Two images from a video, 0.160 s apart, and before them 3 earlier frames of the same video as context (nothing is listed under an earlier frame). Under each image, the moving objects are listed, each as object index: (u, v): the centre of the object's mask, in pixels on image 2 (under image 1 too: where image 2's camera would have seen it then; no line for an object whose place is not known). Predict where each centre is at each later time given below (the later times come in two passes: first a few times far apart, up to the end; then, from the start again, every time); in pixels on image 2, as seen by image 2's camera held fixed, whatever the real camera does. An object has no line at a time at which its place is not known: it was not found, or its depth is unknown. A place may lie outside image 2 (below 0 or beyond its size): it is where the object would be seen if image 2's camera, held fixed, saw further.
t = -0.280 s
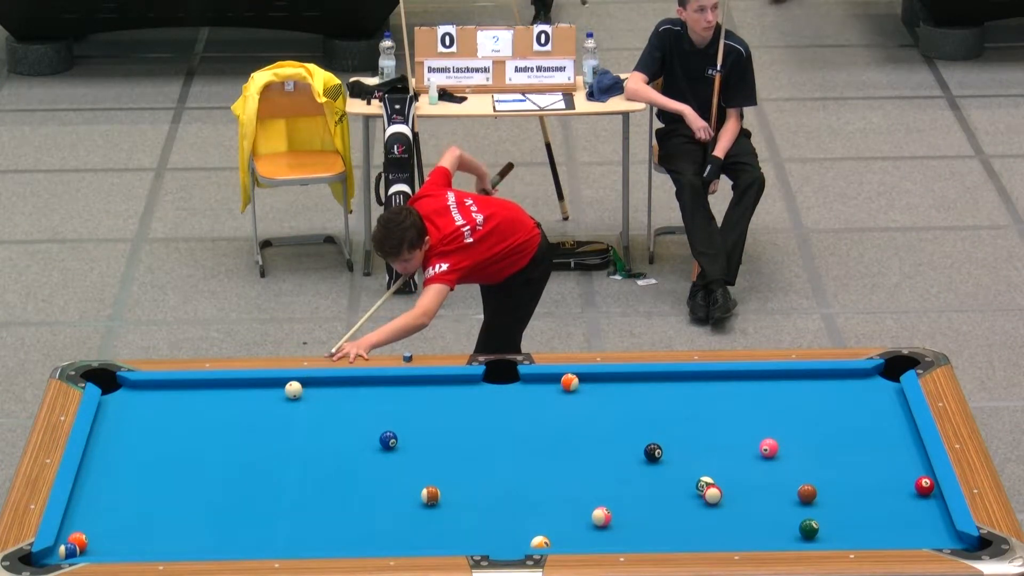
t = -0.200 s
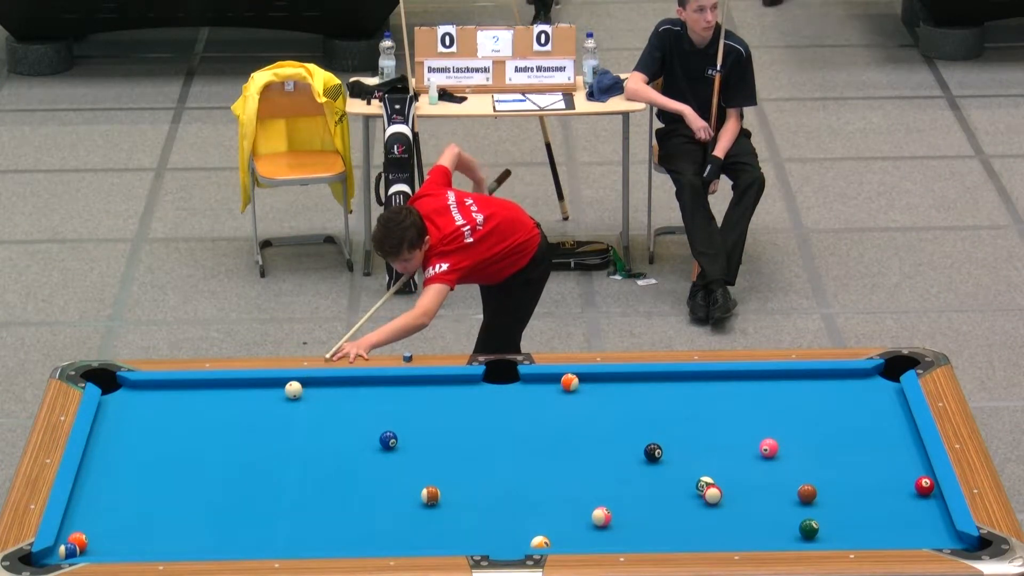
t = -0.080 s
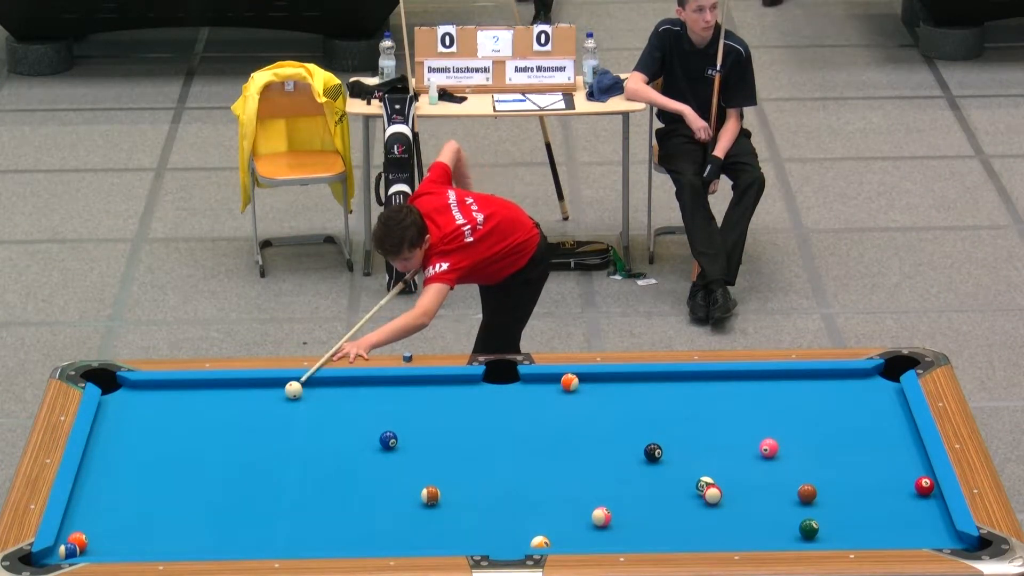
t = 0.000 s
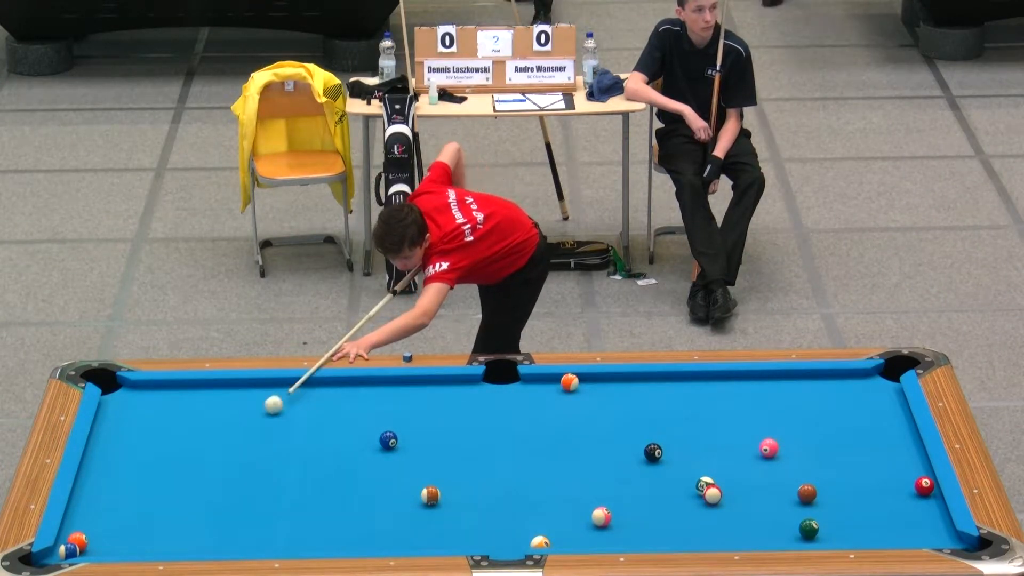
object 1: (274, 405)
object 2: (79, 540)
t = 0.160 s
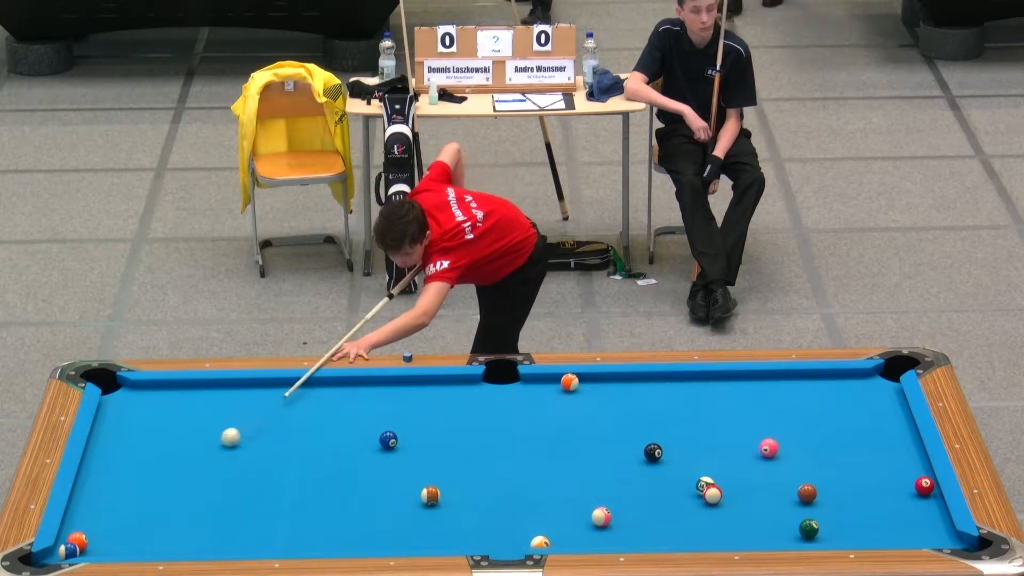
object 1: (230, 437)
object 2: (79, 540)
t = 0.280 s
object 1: (198, 462)
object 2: (79, 540)
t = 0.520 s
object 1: (128, 515)
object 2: (79, 540)
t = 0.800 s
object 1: (113, 546)
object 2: (84, 542)
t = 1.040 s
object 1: (141, 526)
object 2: (118, 539)
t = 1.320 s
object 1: (171, 503)
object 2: (157, 537)
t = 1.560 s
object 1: (194, 484)
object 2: (187, 535)
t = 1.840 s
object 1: (220, 465)
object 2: (220, 533)
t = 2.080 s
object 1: (241, 448)
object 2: (247, 531)
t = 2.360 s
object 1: (263, 431)
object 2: (275, 529)
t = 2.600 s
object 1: (281, 417)
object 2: (298, 528)
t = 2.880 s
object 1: (300, 402)
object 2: (321, 525)
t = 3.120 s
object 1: (316, 390)
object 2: (339, 524)
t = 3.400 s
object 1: (330, 385)
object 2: (359, 523)
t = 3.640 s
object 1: (336, 390)
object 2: (374, 521)
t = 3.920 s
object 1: (344, 396)
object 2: (389, 520)
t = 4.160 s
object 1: (349, 401)
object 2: (400, 519)
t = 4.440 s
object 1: (354, 406)
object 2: (411, 518)
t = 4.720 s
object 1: (359, 410)
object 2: (420, 517)
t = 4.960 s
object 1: (362, 412)
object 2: (427, 517)
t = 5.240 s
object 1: (365, 415)
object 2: (432, 516)
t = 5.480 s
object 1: (367, 417)
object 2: (434, 516)
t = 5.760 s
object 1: (369, 418)
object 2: (435, 516)
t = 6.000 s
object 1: (369, 418)
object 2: (435, 516)
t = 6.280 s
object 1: (369, 418)
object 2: (435, 516)
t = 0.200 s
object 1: (219, 446)
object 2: (79, 540)
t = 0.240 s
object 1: (209, 454)
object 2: (79, 540)
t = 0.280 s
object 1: (198, 462)
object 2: (79, 540)
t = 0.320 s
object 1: (187, 471)
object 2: (79, 540)
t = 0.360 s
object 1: (175, 479)
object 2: (79, 540)
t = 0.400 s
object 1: (164, 488)
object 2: (79, 540)
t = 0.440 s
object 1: (152, 497)
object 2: (79, 540)
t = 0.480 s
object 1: (140, 506)
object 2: (79, 540)
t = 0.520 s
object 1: (128, 515)
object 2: (79, 540)
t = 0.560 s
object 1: (116, 524)
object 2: (79, 540)
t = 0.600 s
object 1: (104, 534)
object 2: (79, 540)
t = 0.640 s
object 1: (99, 541)
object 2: (73, 540)
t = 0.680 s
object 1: (102, 546)
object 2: (66, 540)
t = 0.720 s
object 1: (104, 549)
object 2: (72, 542)
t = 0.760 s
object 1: (108, 549)
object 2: (78, 542)
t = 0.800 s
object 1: (113, 546)
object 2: (84, 542)
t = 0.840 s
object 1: (118, 544)
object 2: (90, 541)
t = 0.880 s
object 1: (123, 540)
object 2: (96, 541)
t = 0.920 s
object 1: (127, 536)
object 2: (102, 540)
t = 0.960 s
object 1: (132, 533)
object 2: (107, 540)
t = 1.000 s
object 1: (136, 529)
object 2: (113, 540)
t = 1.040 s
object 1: (141, 526)
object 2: (118, 539)
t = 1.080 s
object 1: (145, 522)
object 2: (124, 539)
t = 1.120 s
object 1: (150, 519)
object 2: (129, 539)
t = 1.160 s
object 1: (154, 516)
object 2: (135, 538)
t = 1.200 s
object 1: (158, 513)
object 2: (140, 538)
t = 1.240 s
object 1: (162, 509)
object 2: (146, 537)
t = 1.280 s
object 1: (166, 506)
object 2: (151, 537)
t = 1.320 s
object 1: (171, 503)
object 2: (157, 537)
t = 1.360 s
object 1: (175, 500)
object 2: (162, 536)
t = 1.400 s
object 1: (178, 497)
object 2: (167, 536)
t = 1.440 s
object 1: (182, 493)
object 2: (172, 536)
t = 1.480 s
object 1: (186, 490)
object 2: (177, 536)
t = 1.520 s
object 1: (190, 487)
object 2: (182, 535)
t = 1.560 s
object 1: (194, 484)
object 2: (187, 535)
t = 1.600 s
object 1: (198, 481)
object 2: (192, 535)
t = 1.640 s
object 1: (202, 478)
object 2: (197, 534)
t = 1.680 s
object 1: (205, 476)
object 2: (201, 534)
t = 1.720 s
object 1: (209, 473)
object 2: (206, 534)
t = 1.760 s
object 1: (213, 470)
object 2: (211, 533)
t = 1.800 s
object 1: (216, 467)
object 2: (216, 533)
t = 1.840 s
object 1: (220, 465)
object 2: (220, 533)
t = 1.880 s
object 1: (224, 462)
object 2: (225, 533)
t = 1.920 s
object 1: (227, 459)
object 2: (229, 532)
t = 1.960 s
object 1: (230, 456)
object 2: (234, 532)
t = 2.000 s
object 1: (234, 454)
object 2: (238, 532)
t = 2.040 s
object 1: (237, 451)
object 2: (242, 532)
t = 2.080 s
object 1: (241, 448)
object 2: (247, 531)
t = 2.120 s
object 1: (244, 446)
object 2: (251, 531)
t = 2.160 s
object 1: (247, 443)
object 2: (255, 531)
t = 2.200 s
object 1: (250, 441)
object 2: (259, 530)
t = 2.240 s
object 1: (254, 438)
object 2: (263, 530)
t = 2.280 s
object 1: (257, 436)
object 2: (267, 530)
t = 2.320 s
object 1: (260, 434)
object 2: (271, 529)
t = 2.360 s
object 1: (263, 431)
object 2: (275, 529)
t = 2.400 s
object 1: (266, 429)
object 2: (279, 529)
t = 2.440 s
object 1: (269, 426)
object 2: (283, 529)
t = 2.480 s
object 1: (272, 424)
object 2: (287, 529)
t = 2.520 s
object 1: (275, 422)
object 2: (290, 528)
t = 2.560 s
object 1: (278, 419)
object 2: (294, 528)
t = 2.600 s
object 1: (281, 417)
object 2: (298, 528)
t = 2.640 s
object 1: (284, 415)
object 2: (301, 527)
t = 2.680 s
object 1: (287, 413)
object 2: (305, 527)
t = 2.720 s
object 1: (290, 411)
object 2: (308, 527)
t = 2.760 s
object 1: (293, 409)
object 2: (311, 526)
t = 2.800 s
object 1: (295, 406)
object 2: (315, 526)
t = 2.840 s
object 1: (298, 404)
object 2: (318, 526)
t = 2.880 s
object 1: (300, 402)
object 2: (321, 525)
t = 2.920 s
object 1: (303, 400)
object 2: (324, 525)
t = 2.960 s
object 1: (306, 398)
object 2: (327, 525)
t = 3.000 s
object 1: (309, 396)
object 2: (330, 525)
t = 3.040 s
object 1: (311, 394)
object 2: (333, 525)
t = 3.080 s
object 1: (314, 392)
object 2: (336, 524)
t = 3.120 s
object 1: (316, 390)
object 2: (339, 524)
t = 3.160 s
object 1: (319, 388)
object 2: (342, 524)
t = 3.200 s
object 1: (321, 386)
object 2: (345, 524)
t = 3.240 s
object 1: (324, 384)
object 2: (348, 523)
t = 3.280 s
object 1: (326, 382)
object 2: (351, 523)
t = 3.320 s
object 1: (327, 383)
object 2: (353, 523)
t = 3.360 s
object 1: (329, 384)
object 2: (356, 523)
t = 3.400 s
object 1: (330, 385)
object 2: (359, 523)
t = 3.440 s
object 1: (331, 386)
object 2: (361, 523)
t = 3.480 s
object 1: (332, 387)
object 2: (364, 522)
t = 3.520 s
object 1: (333, 388)
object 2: (366, 522)
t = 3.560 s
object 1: (334, 388)
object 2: (369, 522)
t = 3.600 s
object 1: (335, 389)
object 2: (371, 522)
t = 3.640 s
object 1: (336, 390)
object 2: (374, 521)
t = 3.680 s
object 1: (338, 391)
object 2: (376, 521)
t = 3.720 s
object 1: (339, 392)
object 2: (378, 521)
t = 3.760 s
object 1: (340, 393)
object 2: (380, 521)
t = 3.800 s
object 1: (341, 394)
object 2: (382, 521)
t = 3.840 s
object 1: (342, 395)
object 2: (385, 521)
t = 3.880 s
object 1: (343, 396)
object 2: (387, 520)
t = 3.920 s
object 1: (344, 396)
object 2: (389, 520)
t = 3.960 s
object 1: (345, 397)
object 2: (391, 520)
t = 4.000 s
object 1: (346, 398)
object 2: (392, 520)
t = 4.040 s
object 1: (346, 399)
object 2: (395, 520)
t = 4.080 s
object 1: (347, 400)
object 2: (396, 520)
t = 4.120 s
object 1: (348, 400)
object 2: (398, 519)
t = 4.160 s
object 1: (349, 401)
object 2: (400, 519)
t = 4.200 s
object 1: (350, 402)
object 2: (402, 519)
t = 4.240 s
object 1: (351, 402)
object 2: (403, 519)
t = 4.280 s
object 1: (351, 403)
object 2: (405, 519)
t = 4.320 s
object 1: (352, 404)
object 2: (406, 519)
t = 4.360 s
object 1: (353, 405)
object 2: (408, 519)
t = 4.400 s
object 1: (354, 405)
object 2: (410, 518)
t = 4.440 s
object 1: (354, 406)
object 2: (411, 518)
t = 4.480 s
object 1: (355, 406)
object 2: (413, 518)
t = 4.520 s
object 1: (356, 407)
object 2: (414, 518)
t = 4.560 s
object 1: (356, 407)
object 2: (415, 517)
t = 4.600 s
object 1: (357, 408)
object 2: (417, 517)
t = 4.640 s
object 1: (358, 409)
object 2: (418, 517)
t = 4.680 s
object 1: (358, 409)
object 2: (419, 517)
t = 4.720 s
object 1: (359, 410)
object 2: (420, 517)
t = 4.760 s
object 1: (359, 410)
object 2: (422, 517)
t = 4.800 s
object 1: (360, 411)
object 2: (423, 517)
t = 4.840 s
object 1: (360, 411)
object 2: (424, 517)
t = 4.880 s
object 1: (361, 411)
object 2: (424, 517)
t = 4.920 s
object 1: (361, 412)
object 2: (426, 517)
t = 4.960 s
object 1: (362, 412)
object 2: (427, 517)
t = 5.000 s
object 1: (362, 413)
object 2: (428, 517)
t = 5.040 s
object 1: (363, 413)
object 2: (428, 517)
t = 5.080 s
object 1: (363, 414)
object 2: (429, 517)
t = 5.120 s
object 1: (364, 414)
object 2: (430, 517)
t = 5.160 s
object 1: (364, 414)
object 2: (431, 517)
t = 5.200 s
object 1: (364, 415)
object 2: (431, 516)
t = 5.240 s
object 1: (365, 415)
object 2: (432, 516)
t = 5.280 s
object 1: (365, 415)
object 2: (432, 516)
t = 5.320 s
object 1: (365, 416)
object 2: (433, 516)
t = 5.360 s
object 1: (366, 416)
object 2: (433, 516)
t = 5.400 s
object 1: (366, 416)
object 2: (434, 516)
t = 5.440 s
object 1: (366, 416)
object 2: (434, 516)
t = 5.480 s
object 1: (367, 417)
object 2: (434, 516)
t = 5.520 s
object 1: (367, 417)
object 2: (434, 516)
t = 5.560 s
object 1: (367, 417)
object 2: (435, 516)
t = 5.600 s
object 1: (367, 417)
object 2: (435, 516)
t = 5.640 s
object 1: (368, 417)
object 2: (435, 516)
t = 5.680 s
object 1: (368, 418)
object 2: (435, 516)
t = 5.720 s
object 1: (368, 418)
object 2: (435, 516)
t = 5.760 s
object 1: (369, 418)
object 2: (435, 516)
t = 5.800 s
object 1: (369, 418)
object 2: (435, 516)
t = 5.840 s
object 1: (369, 418)
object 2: (435, 516)
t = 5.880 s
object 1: (369, 418)
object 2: (435, 516)
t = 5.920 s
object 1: (369, 418)
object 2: (435, 516)
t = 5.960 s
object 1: (369, 418)
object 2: (435, 516)
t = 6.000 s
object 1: (369, 418)
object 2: (435, 516)
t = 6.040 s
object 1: (369, 418)
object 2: (435, 516)
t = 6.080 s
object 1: (369, 418)
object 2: (435, 516)
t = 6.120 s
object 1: (369, 418)
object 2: (435, 516)
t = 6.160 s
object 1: (369, 418)
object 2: (435, 516)
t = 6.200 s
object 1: (369, 418)
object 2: (435, 516)
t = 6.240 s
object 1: (369, 418)
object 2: (435, 516)
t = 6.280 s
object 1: (369, 418)
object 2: (435, 516)
